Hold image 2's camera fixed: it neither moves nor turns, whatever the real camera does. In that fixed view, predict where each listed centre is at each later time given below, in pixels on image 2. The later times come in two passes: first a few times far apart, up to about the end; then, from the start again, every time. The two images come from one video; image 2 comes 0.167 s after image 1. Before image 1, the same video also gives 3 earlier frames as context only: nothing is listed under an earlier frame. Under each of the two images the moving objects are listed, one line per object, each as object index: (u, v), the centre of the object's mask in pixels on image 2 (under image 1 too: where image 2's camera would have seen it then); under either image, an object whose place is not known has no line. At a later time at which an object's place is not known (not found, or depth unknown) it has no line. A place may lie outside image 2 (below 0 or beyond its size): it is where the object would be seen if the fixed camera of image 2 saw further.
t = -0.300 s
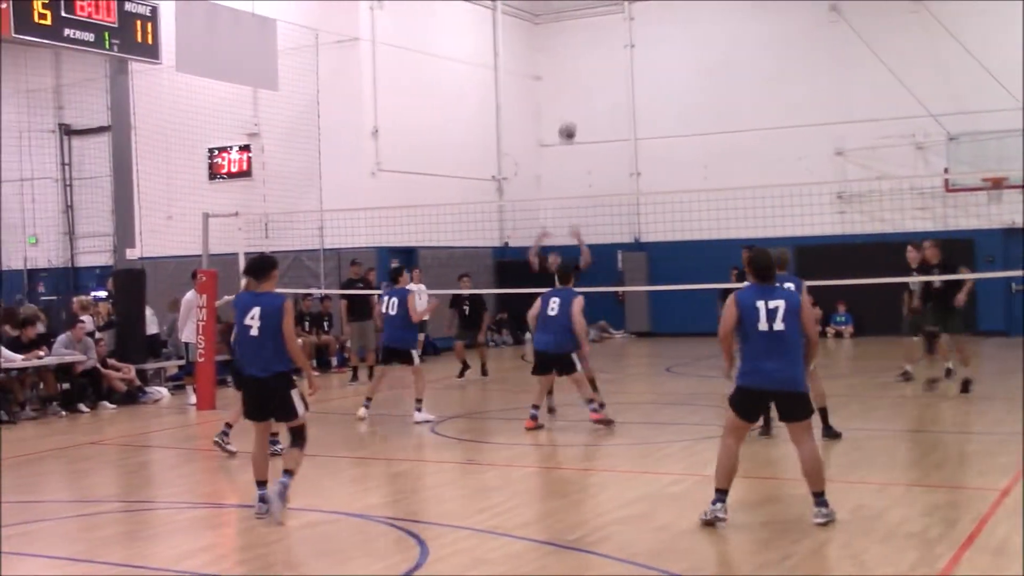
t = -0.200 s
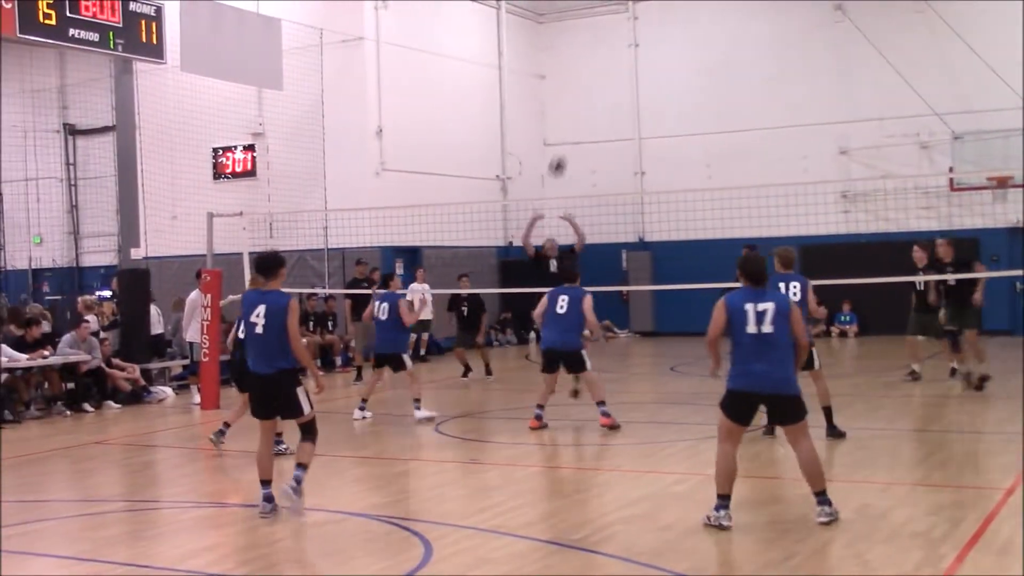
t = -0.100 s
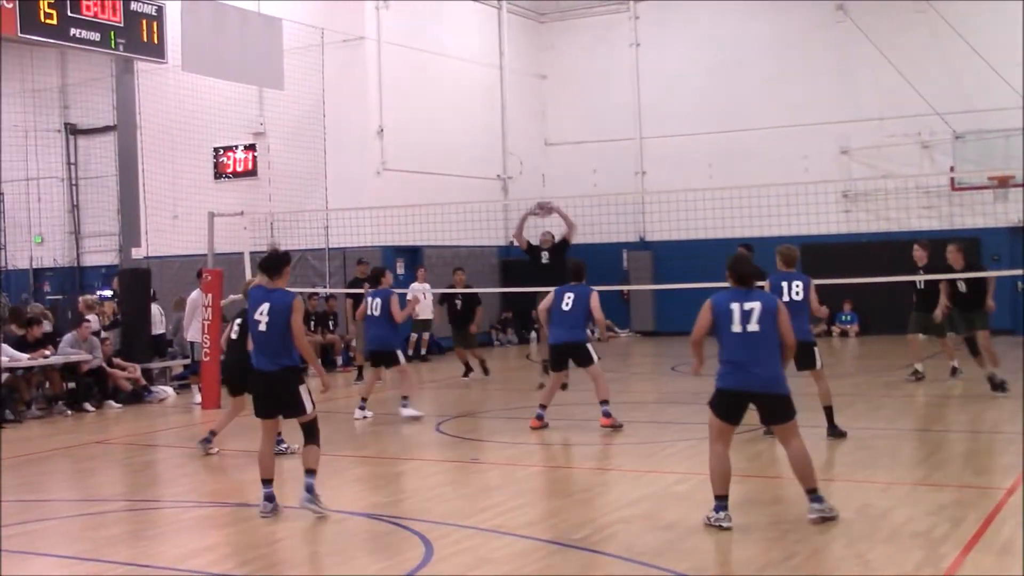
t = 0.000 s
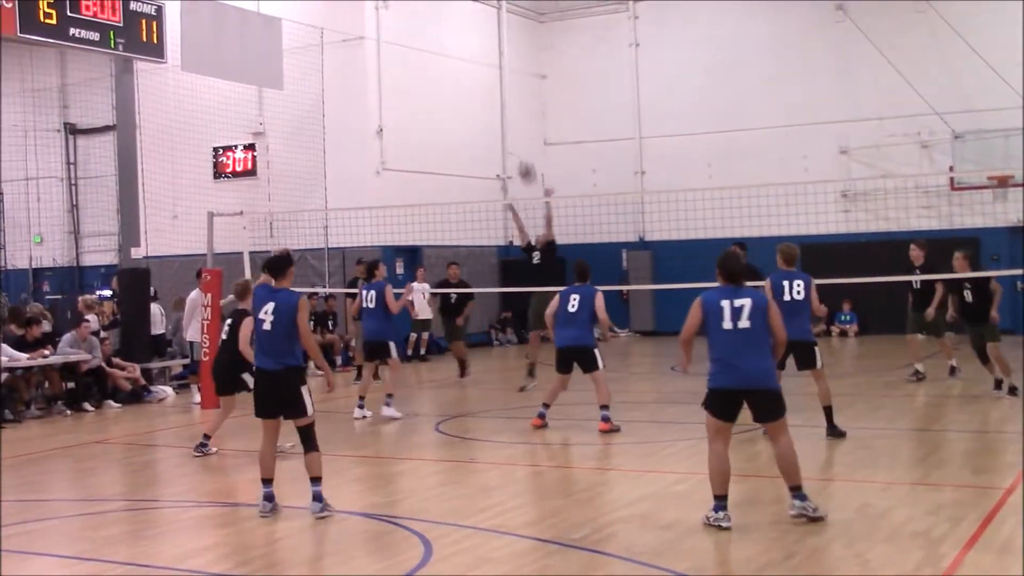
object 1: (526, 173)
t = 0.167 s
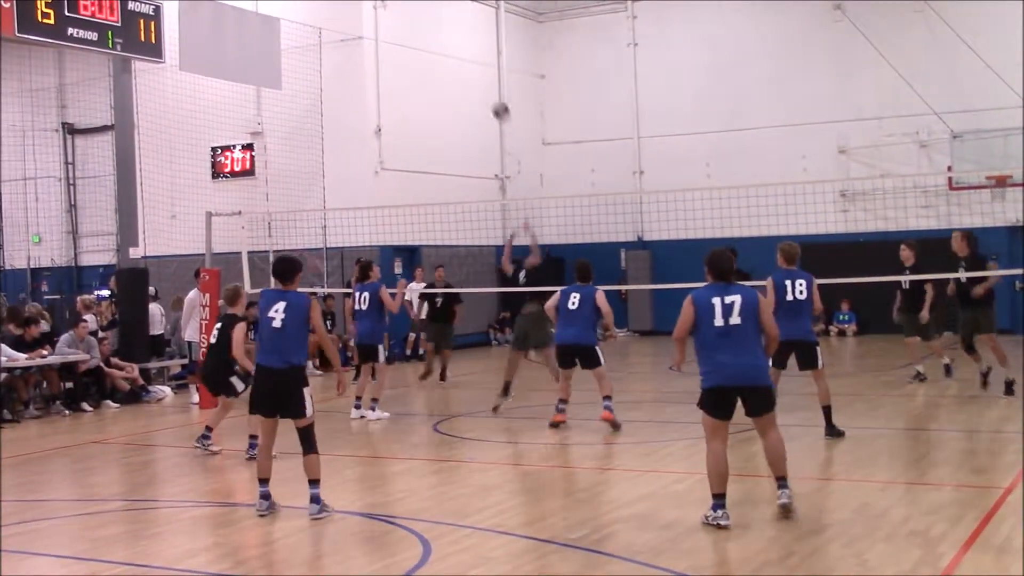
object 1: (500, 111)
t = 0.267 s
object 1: (487, 86)
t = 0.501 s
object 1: (458, 64)
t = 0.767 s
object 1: (429, 89)
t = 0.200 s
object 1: (496, 102)
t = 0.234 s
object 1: (491, 93)
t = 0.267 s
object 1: (487, 86)
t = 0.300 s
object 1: (483, 80)
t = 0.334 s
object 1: (479, 75)
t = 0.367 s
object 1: (474, 71)
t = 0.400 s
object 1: (470, 68)
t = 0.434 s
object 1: (466, 66)
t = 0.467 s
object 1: (462, 64)
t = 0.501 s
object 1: (458, 64)
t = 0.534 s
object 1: (454, 64)
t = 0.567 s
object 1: (450, 65)
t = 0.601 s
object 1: (447, 67)
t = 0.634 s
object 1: (443, 70)
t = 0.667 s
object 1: (439, 74)
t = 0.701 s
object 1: (436, 78)
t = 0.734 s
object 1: (432, 83)
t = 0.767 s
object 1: (429, 89)
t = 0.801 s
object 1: (426, 96)
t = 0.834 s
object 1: (422, 104)
